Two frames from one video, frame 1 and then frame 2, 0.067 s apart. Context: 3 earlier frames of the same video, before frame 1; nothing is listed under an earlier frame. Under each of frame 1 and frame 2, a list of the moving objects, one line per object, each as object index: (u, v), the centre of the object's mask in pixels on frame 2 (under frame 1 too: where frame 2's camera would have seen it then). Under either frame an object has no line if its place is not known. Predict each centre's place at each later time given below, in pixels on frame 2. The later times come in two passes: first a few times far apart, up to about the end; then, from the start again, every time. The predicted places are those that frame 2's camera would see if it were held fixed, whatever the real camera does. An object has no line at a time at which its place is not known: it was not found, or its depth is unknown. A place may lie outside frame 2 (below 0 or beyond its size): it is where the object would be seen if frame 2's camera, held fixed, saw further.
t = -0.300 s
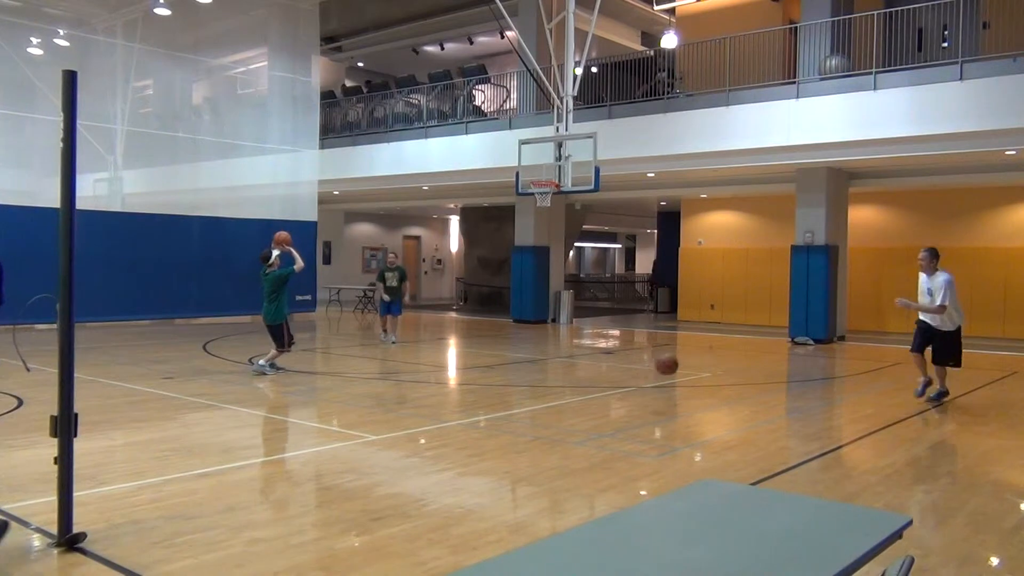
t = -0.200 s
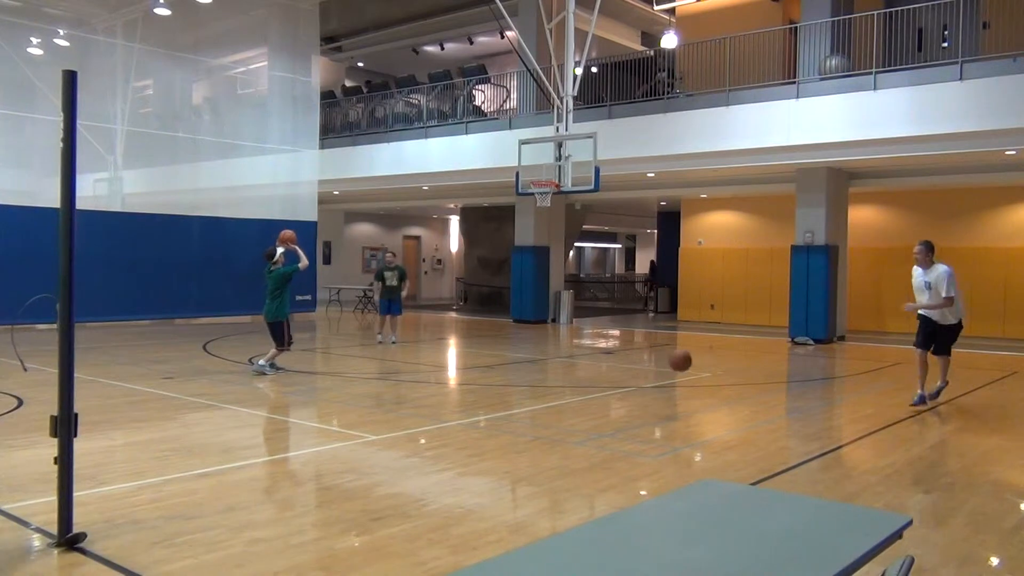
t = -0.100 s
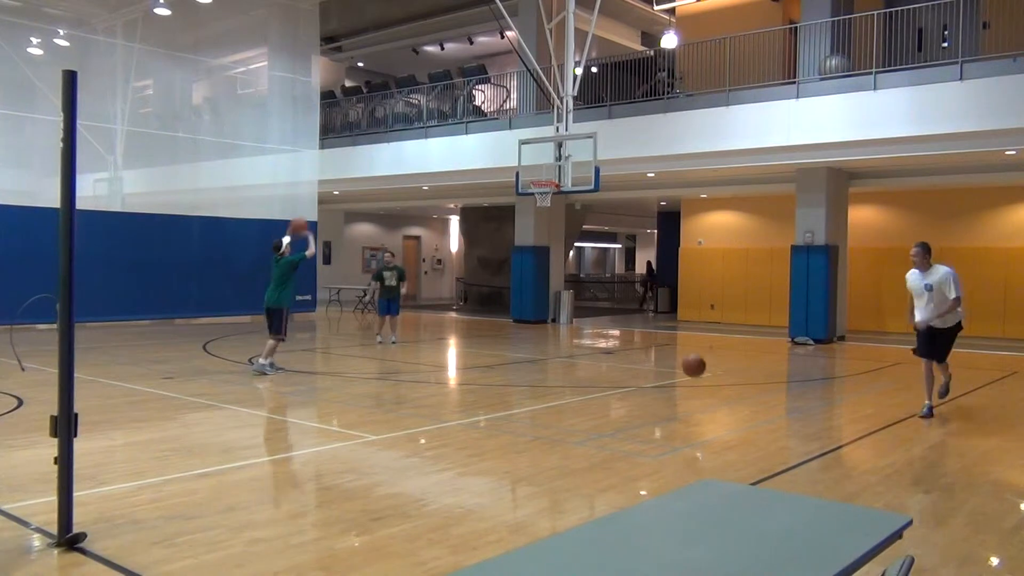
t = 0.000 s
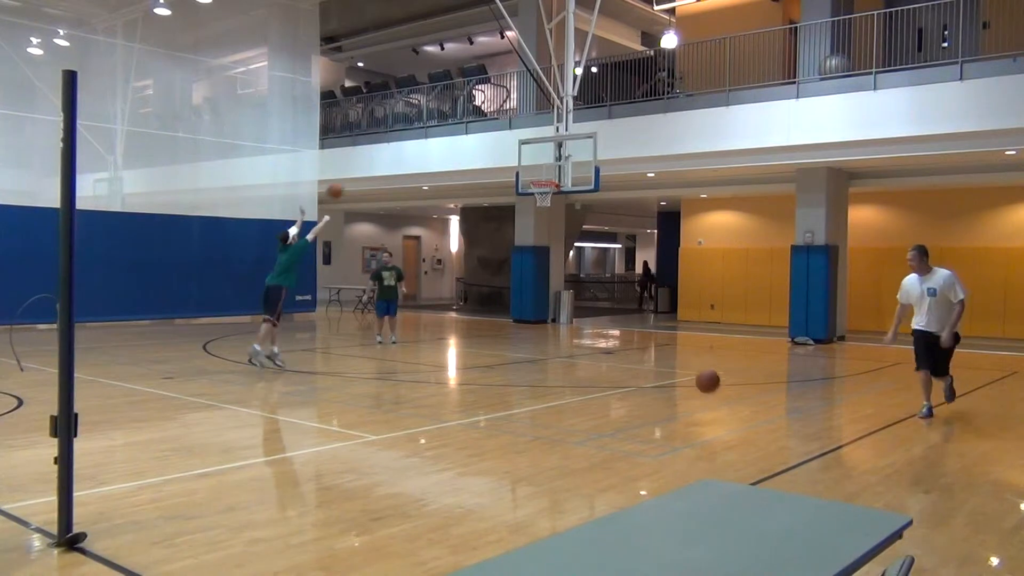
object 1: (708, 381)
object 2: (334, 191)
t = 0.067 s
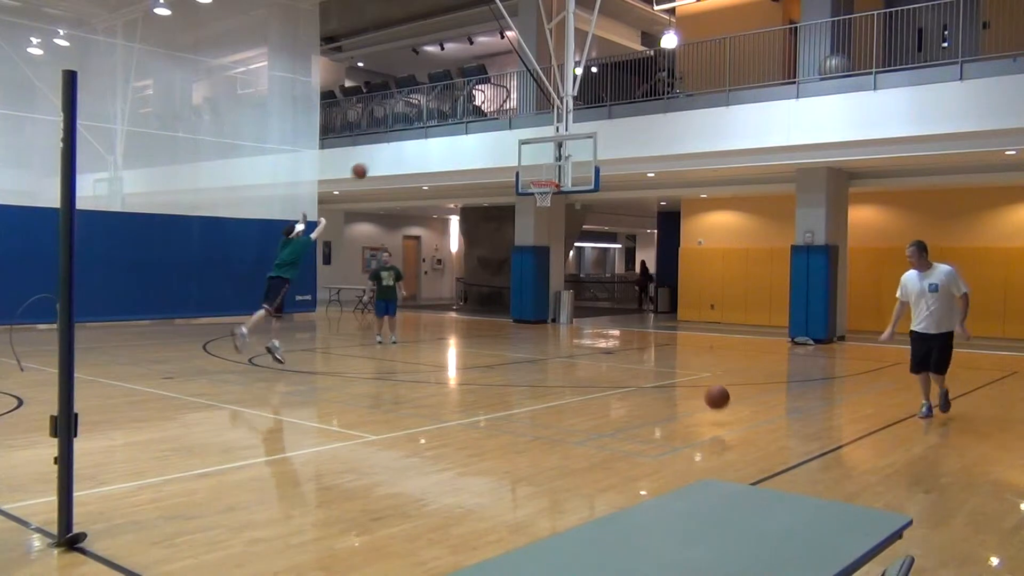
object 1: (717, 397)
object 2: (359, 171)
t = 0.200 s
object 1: (738, 400)
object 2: (405, 144)
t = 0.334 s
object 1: (761, 391)
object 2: (444, 130)
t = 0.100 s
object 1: (721, 407)
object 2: (371, 163)
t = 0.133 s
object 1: (727, 411)
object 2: (382, 155)
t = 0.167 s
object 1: (732, 405)
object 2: (394, 149)
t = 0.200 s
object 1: (738, 400)
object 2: (405, 144)
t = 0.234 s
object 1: (743, 396)
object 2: (415, 137)
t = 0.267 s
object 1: (749, 393)
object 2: (425, 135)
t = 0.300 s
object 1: (755, 391)
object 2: (434, 132)
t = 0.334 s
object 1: (761, 391)
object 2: (444, 130)
